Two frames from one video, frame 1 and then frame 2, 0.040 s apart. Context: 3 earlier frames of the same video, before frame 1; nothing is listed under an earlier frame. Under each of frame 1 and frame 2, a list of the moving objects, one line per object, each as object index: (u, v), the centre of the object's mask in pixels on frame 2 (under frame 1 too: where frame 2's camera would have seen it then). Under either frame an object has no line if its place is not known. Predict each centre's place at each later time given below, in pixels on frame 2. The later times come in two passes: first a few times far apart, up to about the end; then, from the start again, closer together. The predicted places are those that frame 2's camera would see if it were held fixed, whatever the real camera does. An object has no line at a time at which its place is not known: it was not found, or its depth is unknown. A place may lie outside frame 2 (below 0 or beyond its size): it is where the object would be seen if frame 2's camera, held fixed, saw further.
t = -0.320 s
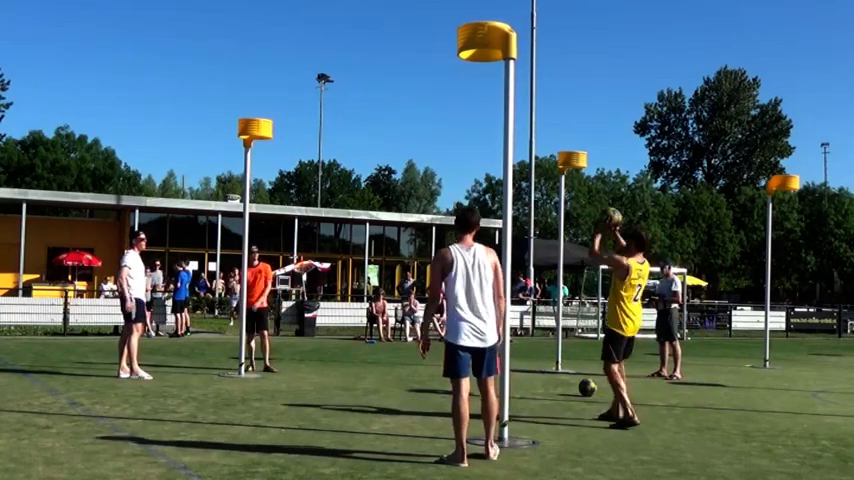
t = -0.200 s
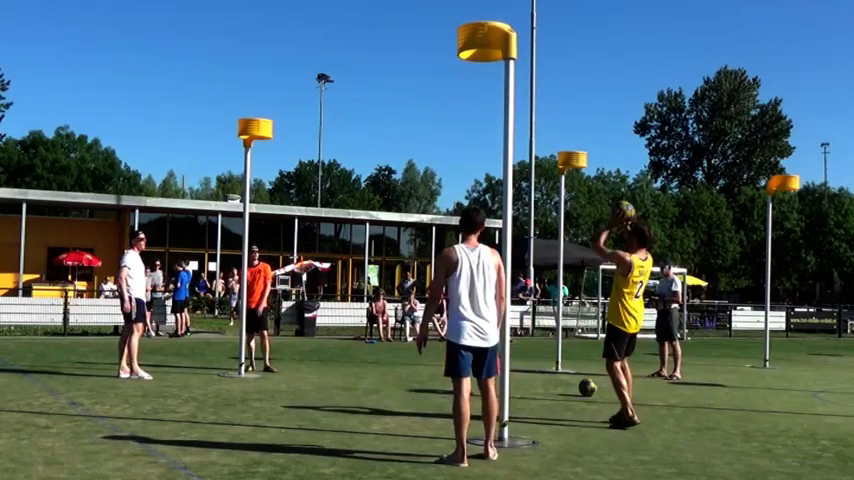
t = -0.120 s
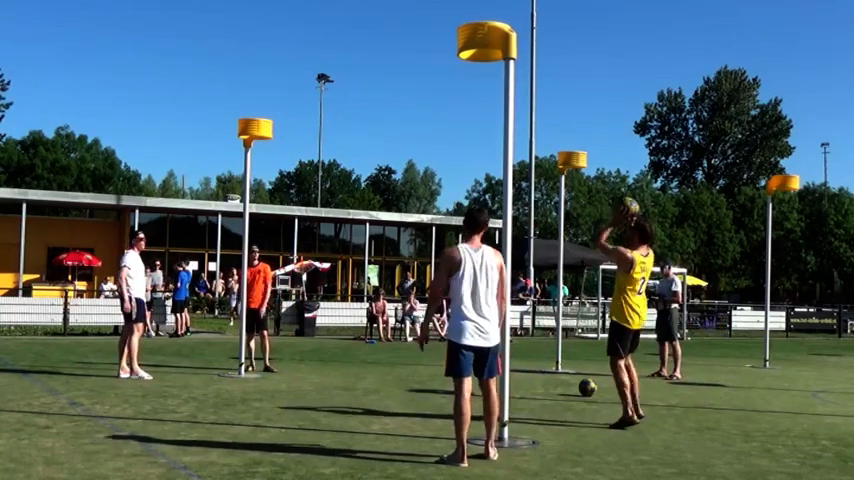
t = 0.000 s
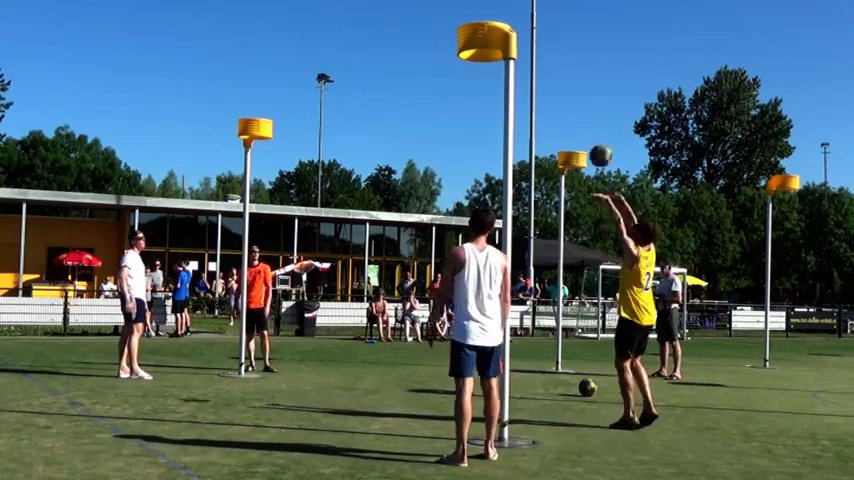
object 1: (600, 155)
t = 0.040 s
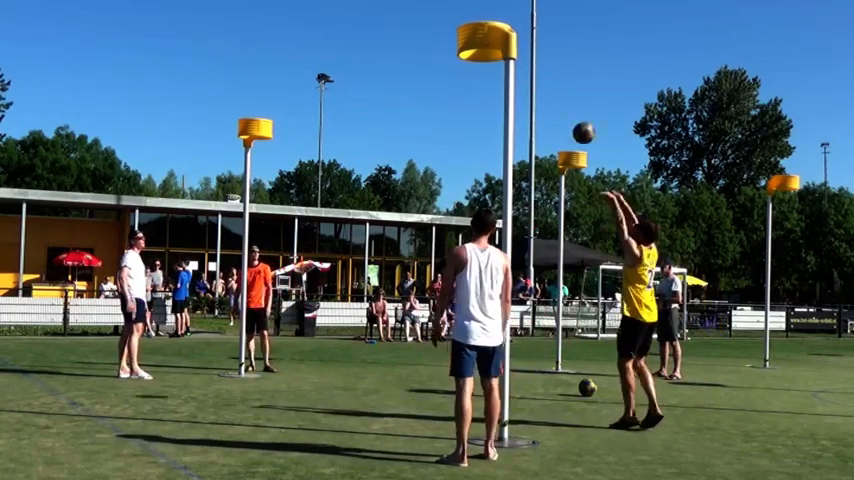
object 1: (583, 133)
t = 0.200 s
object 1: (521, 64)
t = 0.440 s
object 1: (439, 13)
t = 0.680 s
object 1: (369, 15)
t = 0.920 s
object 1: (307, 58)
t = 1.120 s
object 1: (262, 114)
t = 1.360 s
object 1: (261, 106)
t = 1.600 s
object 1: (280, 122)
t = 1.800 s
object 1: (297, 166)
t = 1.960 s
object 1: (309, 228)
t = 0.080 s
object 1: (567, 112)
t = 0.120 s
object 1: (551, 94)
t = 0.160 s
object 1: (535, 78)
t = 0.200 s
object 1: (521, 64)
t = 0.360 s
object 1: (463, 19)
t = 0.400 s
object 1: (451, 17)
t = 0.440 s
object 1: (439, 13)
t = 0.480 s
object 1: (426, 9)
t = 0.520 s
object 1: (414, 8)
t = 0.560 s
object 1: (402, 8)
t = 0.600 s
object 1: (391, 9)
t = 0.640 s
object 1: (380, 11)
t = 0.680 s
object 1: (369, 15)
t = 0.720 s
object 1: (358, 19)
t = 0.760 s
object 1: (348, 25)
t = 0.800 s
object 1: (337, 32)
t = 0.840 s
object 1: (327, 39)
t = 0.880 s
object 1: (317, 48)
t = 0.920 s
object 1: (307, 58)
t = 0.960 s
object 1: (297, 68)
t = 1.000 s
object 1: (288, 79)
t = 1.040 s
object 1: (279, 92)
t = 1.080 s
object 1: (270, 106)
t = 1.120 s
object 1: (262, 114)
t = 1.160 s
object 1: (250, 115)
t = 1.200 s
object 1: (247, 114)
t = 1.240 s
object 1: (250, 112)
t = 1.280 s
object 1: (255, 110)
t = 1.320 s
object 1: (258, 108)
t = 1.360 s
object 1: (261, 106)
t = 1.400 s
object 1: (264, 106)
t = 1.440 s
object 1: (267, 107)
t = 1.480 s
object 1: (271, 109)
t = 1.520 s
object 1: (273, 112)
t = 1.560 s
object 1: (277, 116)
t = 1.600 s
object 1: (280, 122)
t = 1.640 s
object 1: (283, 129)
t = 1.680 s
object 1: (285, 137)
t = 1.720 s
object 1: (289, 146)
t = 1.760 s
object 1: (291, 157)
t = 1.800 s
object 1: (297, 166)
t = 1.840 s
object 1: (301, 180)
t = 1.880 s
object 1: (304, 194)
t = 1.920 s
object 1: (304, 212)
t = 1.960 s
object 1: (309, 228)
